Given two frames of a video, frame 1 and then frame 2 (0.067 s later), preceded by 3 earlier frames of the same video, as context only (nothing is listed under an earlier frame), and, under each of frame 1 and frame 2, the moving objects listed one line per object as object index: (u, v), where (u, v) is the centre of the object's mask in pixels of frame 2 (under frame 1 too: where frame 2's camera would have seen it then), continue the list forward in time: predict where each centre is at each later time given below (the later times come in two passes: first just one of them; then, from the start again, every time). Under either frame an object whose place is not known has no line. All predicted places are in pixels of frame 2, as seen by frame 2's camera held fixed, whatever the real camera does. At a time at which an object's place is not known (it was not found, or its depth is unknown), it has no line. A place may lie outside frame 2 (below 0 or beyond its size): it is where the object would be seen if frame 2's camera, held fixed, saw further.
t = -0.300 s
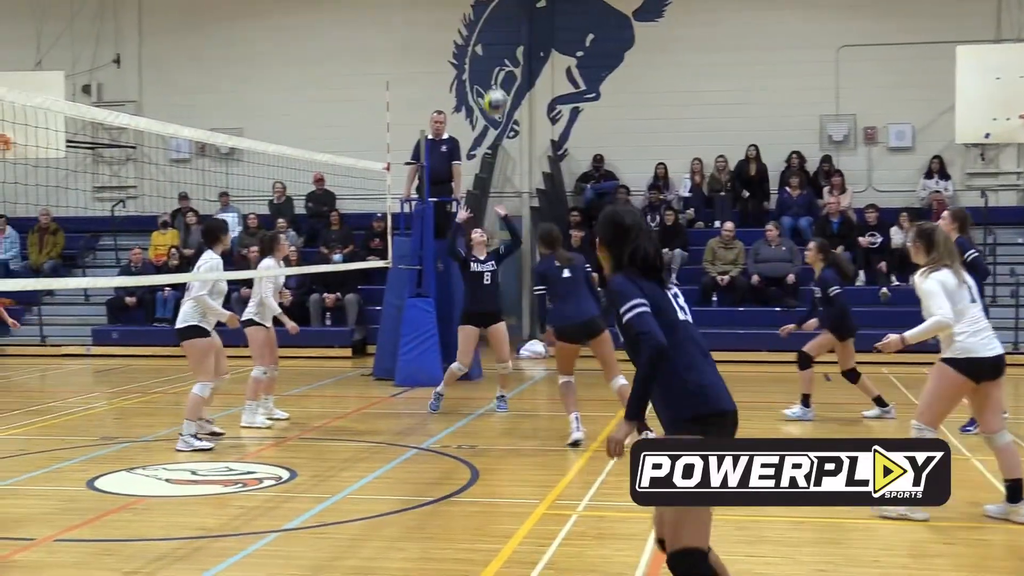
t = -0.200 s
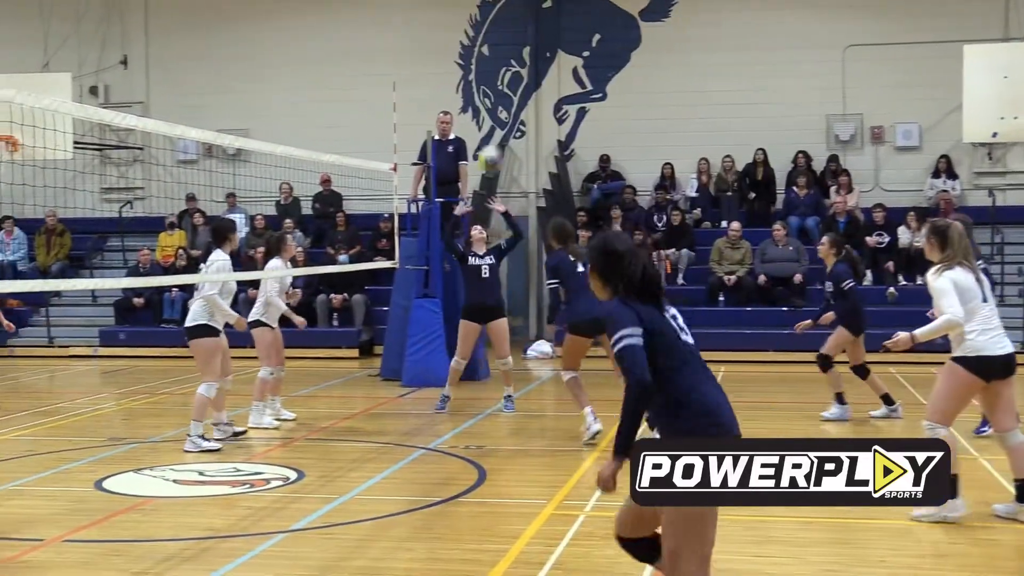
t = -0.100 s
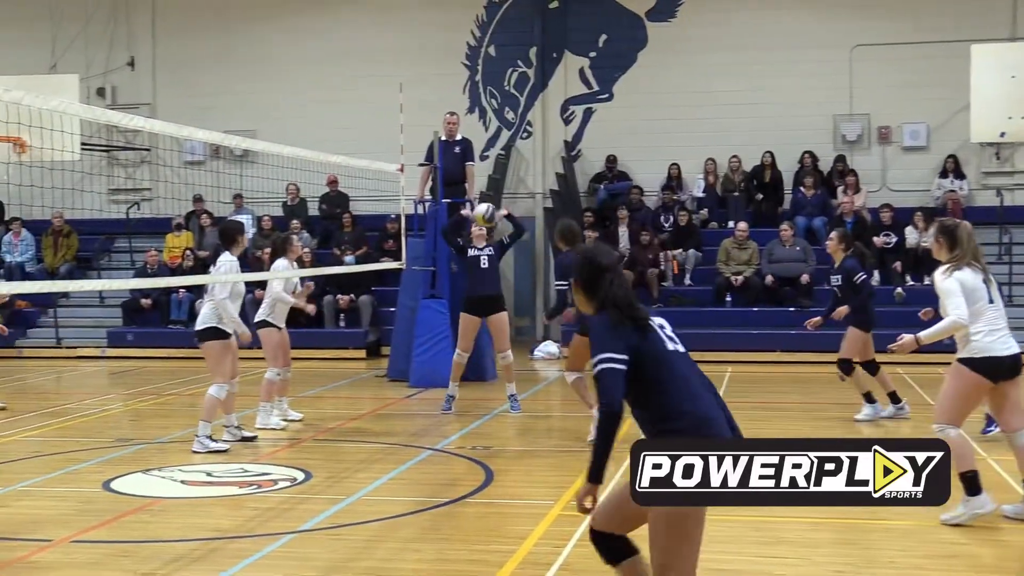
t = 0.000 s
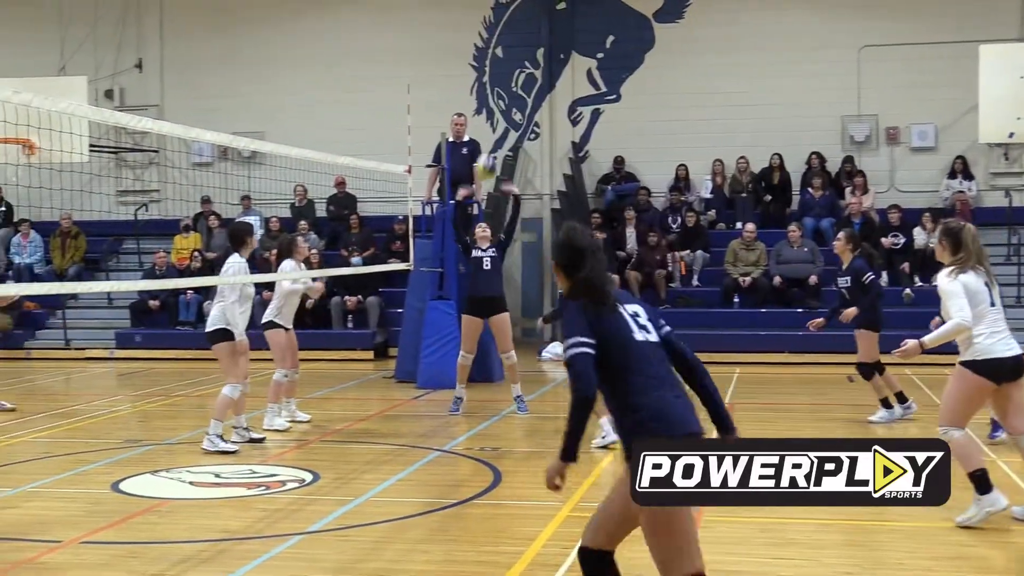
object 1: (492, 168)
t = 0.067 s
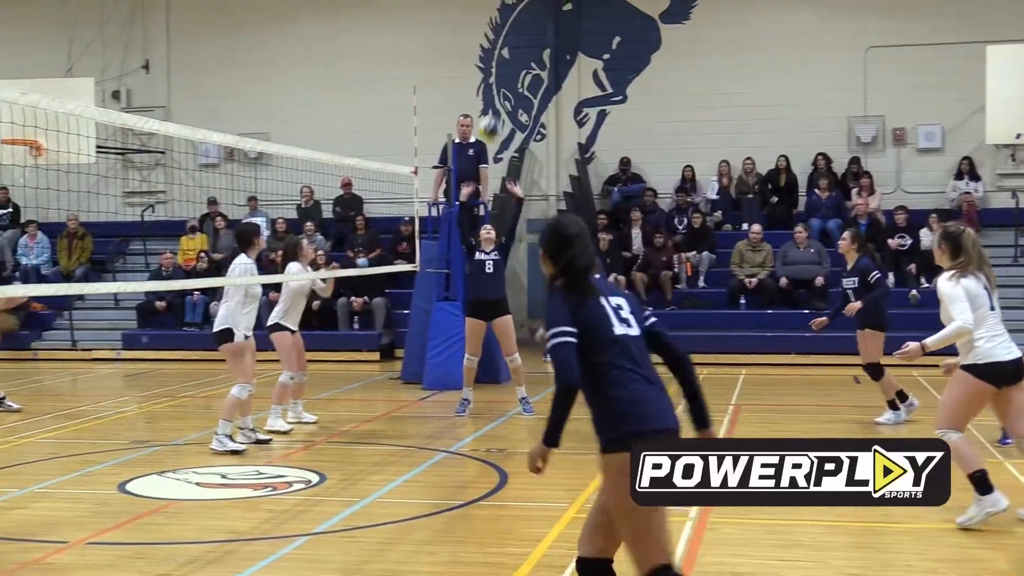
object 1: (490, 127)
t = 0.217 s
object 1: (483, 58)
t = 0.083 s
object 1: (489, 119)
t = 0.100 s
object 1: (487, 110)
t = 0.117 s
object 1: (487, 102)
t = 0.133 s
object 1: (486, 94)
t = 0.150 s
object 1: (485, 86)
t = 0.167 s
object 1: (485, 78)
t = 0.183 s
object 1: (484, 71)
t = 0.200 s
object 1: (483, 63)
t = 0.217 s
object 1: (483, 58)
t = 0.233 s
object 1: (482, 51)
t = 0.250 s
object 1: (481, 45)
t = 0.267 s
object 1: (481, 39)
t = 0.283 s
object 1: (479, 33)
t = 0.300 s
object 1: (479, 27)
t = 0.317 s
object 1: (478, 22)
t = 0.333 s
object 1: (478, 17)
